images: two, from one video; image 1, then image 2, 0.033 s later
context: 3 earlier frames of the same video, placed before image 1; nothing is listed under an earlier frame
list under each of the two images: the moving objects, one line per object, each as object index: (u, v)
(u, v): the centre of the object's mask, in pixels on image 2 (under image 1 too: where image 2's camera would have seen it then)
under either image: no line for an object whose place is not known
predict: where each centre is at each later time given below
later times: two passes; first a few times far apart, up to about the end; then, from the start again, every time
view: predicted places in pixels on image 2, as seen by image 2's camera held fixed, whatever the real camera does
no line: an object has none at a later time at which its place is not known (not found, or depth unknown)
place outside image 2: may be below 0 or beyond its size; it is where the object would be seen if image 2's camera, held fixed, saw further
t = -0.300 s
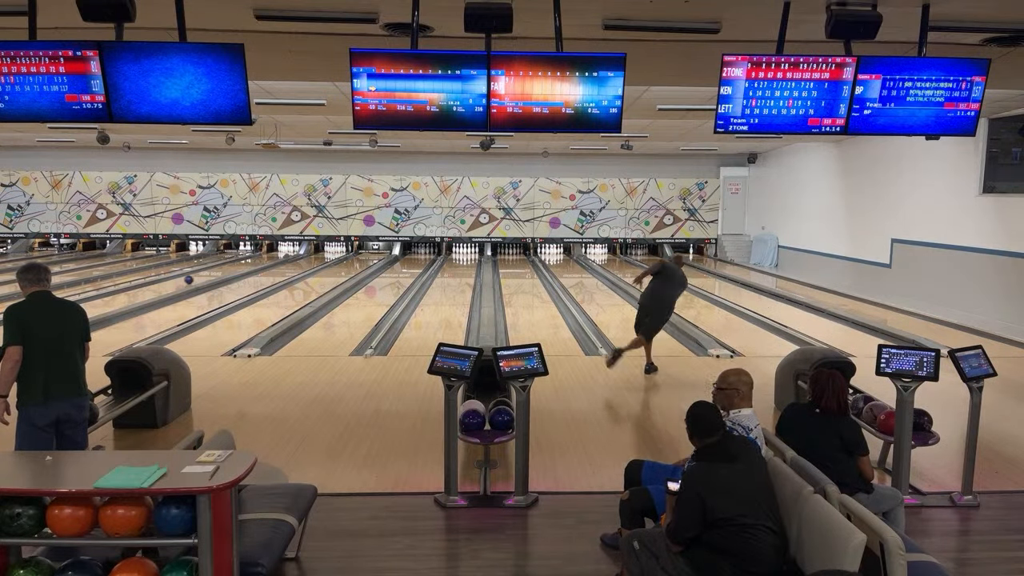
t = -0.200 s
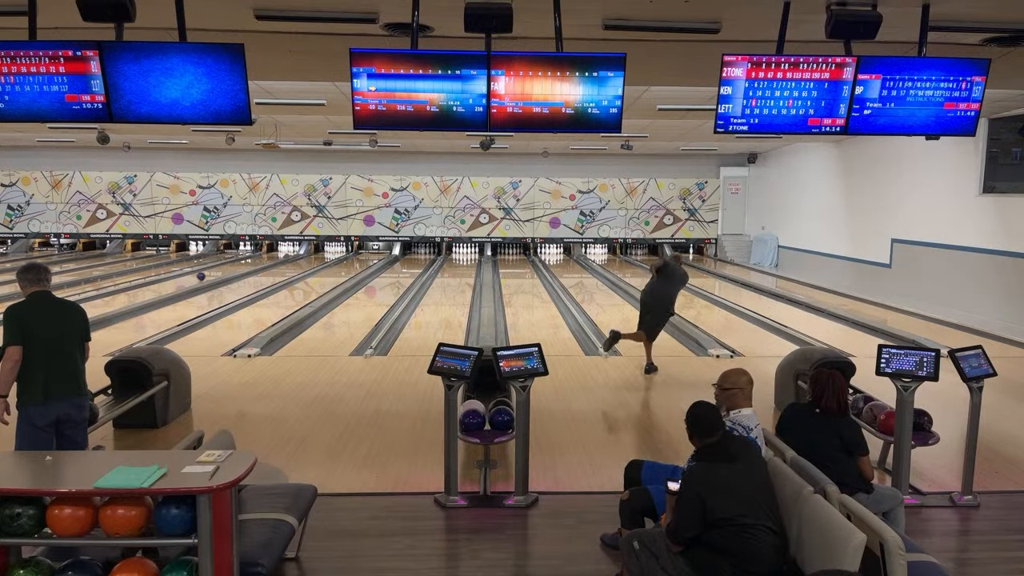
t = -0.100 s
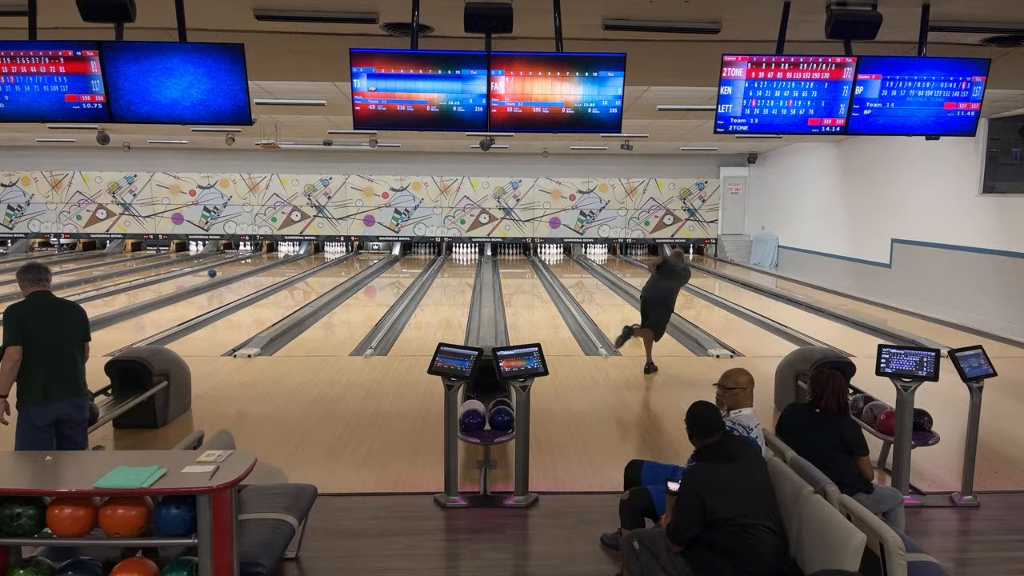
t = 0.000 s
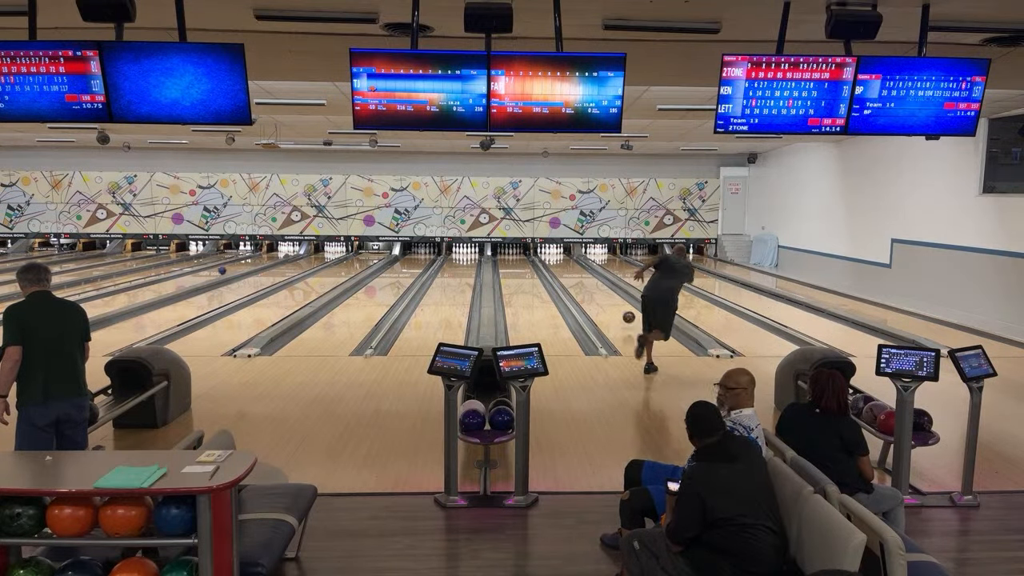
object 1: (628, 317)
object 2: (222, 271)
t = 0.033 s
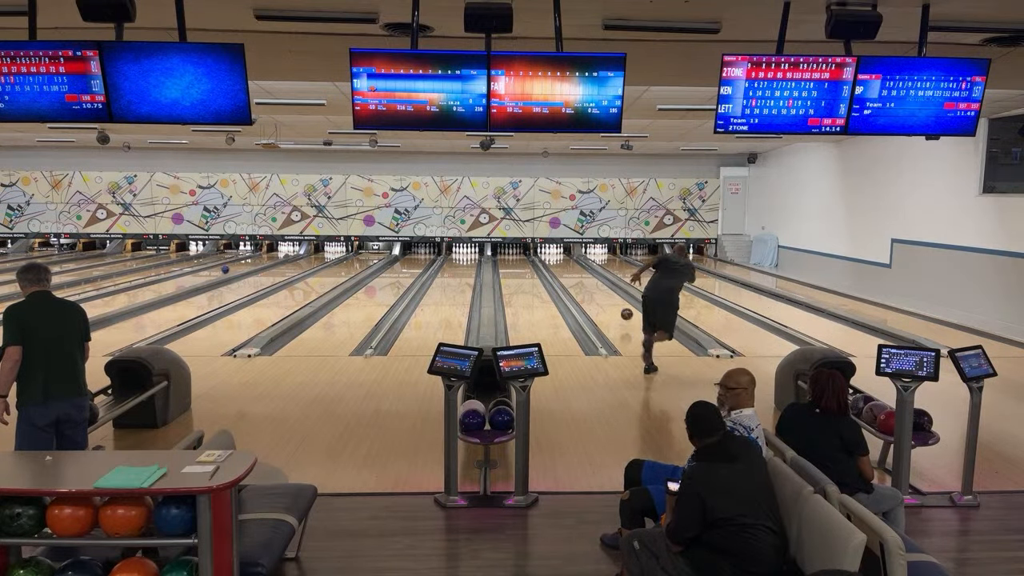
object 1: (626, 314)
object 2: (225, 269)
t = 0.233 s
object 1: (615, 307)
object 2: (242, 265)
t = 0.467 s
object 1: (604, 296)
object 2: (258, 260)
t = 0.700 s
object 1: (595, 286)
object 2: (270, 255)
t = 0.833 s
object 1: (590, 282)
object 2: (277, 253)
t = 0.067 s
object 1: (624, 312)
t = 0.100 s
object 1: (622, 310)
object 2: (231, 268)
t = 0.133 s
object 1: (620, 310)
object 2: (234, 267)
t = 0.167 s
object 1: (618, 309)
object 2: (236, 266)
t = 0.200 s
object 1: (616, 309)
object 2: (239, 265)
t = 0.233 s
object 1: (615, 307)
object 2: (242, 265)
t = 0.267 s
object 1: (613, 305)
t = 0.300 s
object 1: (611, 304)
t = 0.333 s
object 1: (610, 302)
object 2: (249, 262)
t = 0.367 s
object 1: (608, 300)
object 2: (251, 262)
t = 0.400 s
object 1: (607, 299)
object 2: (253, 261)
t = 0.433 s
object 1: (605, 297)
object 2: (255, 260)
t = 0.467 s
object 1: (604, 296)
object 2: (258, 260)
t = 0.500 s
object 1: (602, 294)
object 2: (260, 258)
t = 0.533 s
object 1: (601, 293)
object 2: (261, 258)
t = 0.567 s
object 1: (600, 292)
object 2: (264, 258)
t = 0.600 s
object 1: (598, 290)
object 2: (265, 257)
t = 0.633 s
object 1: (597, 289)
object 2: (266, 257)
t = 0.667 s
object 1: (596, 288)
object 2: (268, 256)
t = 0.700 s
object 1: (595, 286)
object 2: (270, 255)
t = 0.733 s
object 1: (594, 285)
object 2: (271, 255)
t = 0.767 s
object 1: (593, 284)
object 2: (272, 255)
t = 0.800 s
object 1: (591, 283)
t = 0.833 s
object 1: (590, 282)
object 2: (277, 253)
